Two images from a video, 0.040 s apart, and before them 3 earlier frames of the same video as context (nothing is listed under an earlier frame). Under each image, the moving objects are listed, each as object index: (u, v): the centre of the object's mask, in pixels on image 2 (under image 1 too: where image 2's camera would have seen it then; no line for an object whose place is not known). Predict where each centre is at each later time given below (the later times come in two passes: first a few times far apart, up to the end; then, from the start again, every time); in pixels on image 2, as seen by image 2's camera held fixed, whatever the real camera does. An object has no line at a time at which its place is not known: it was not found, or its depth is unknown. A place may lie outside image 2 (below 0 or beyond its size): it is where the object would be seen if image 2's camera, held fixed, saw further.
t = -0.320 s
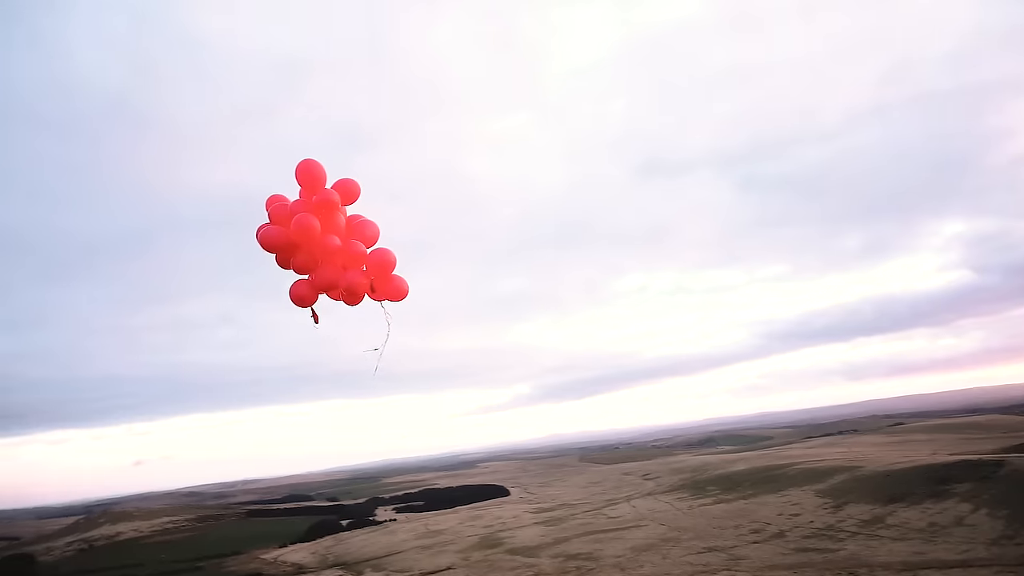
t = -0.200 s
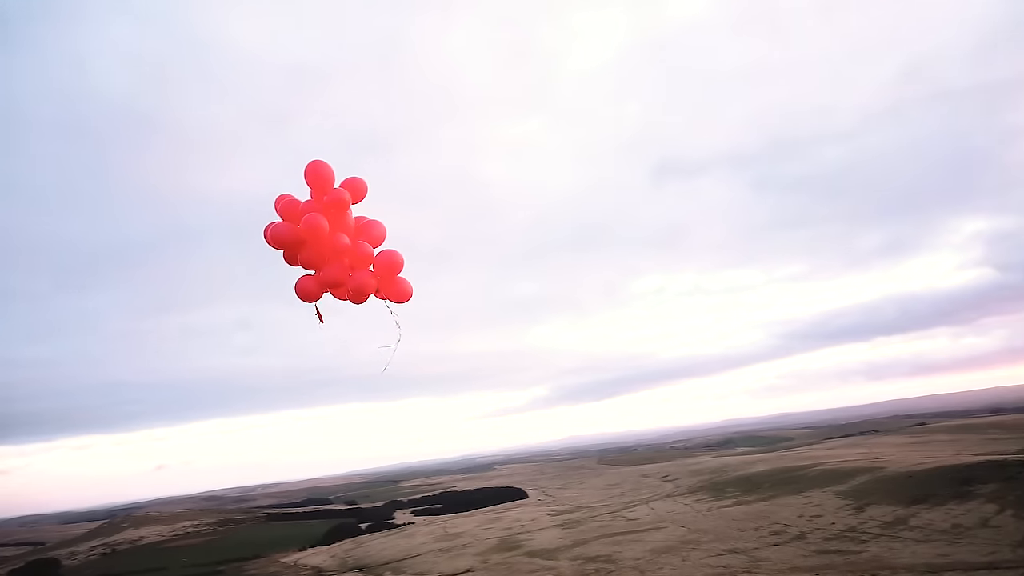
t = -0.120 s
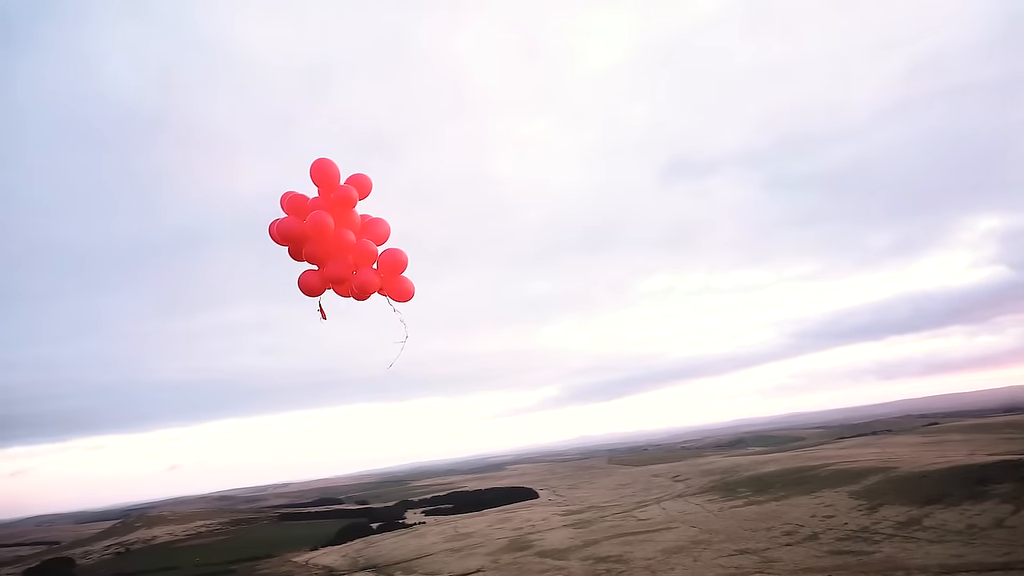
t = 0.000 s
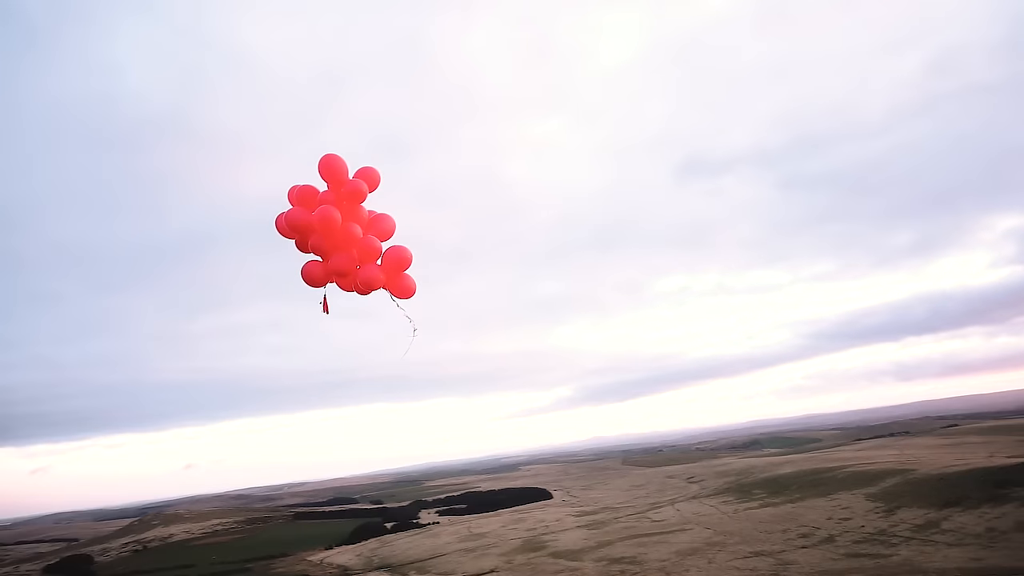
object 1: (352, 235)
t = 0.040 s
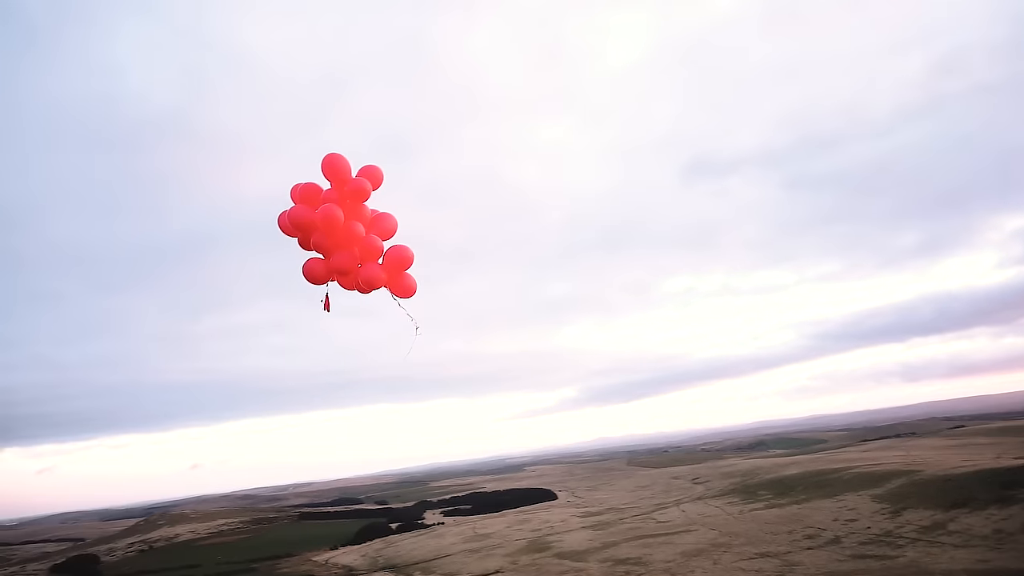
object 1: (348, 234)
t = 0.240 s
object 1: (331, 217)
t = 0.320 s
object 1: (324, 210)
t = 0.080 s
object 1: (344, 231)
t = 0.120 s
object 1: (340, 226)
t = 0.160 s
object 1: (337, 224)
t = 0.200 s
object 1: (334, 220)
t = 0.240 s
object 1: (331, 217)
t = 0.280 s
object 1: (327, 213)
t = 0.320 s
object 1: (324, 210)
